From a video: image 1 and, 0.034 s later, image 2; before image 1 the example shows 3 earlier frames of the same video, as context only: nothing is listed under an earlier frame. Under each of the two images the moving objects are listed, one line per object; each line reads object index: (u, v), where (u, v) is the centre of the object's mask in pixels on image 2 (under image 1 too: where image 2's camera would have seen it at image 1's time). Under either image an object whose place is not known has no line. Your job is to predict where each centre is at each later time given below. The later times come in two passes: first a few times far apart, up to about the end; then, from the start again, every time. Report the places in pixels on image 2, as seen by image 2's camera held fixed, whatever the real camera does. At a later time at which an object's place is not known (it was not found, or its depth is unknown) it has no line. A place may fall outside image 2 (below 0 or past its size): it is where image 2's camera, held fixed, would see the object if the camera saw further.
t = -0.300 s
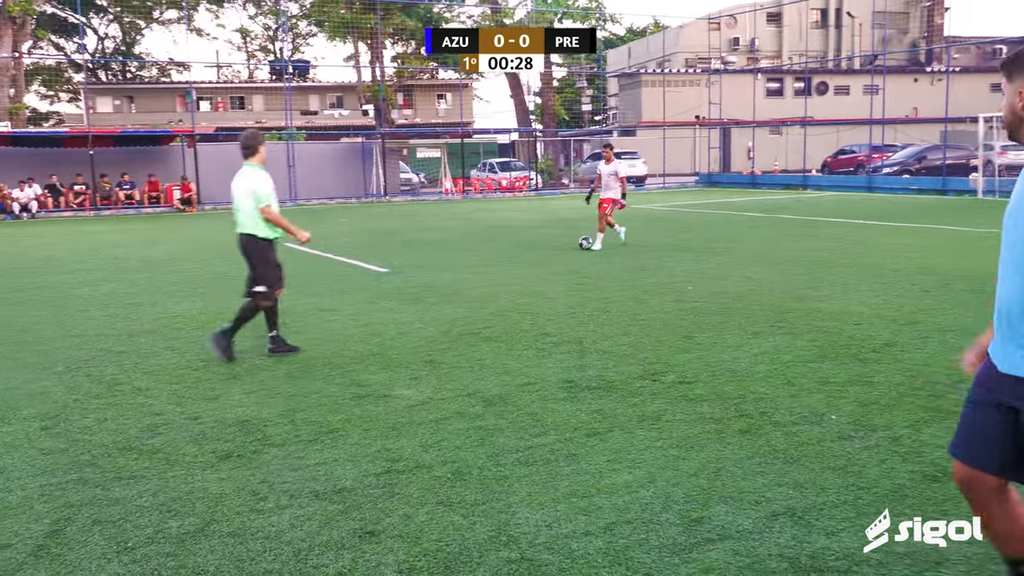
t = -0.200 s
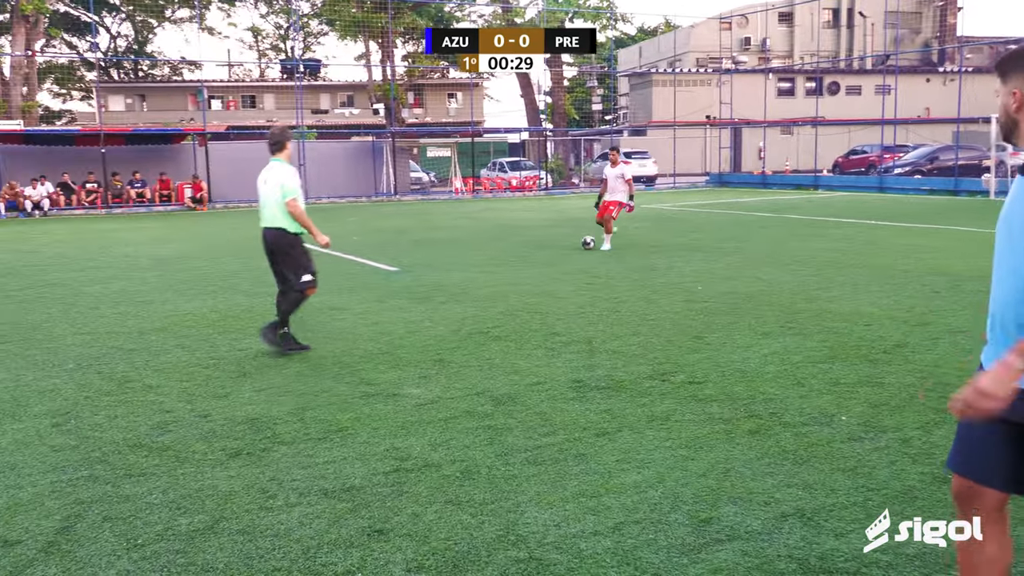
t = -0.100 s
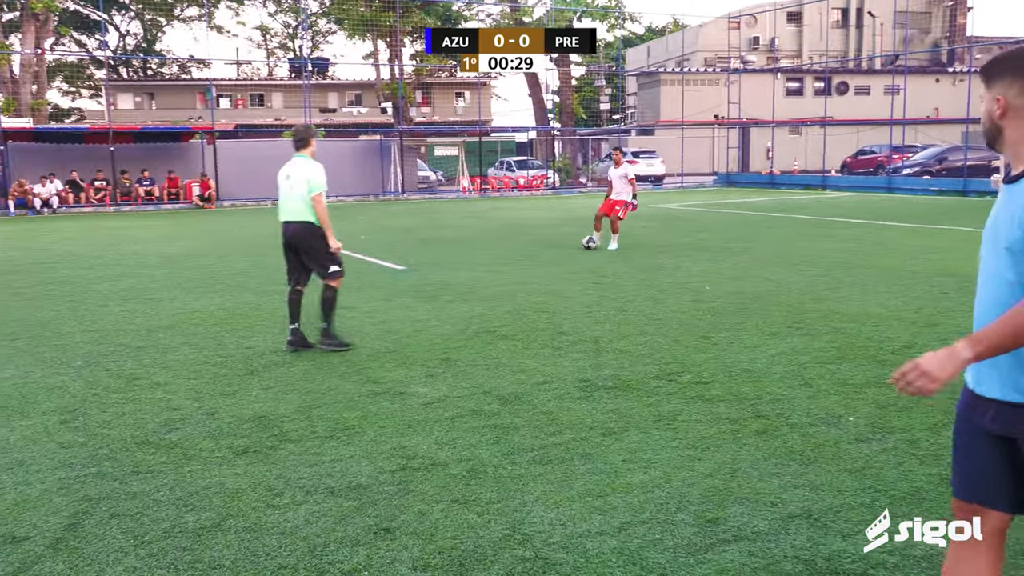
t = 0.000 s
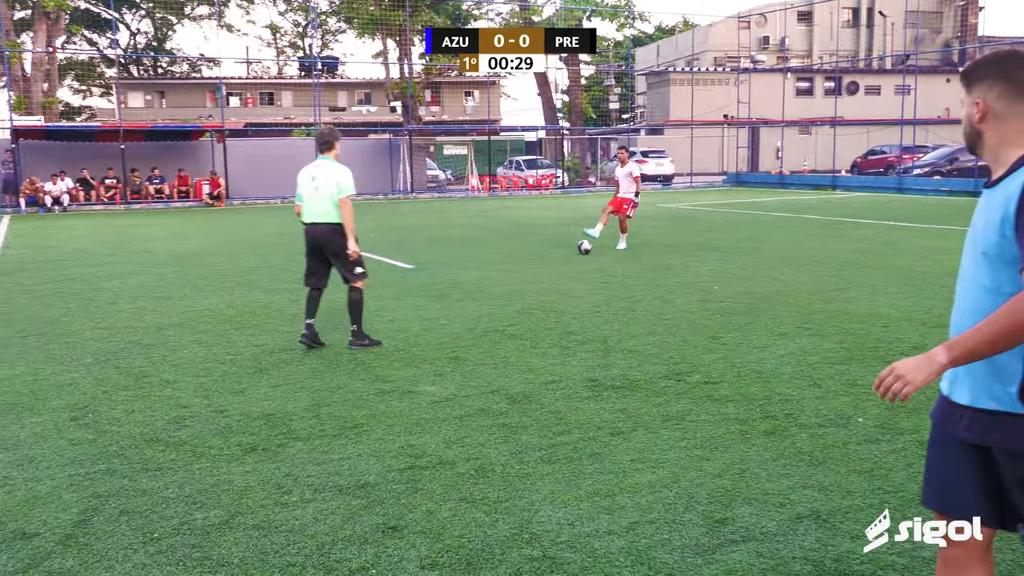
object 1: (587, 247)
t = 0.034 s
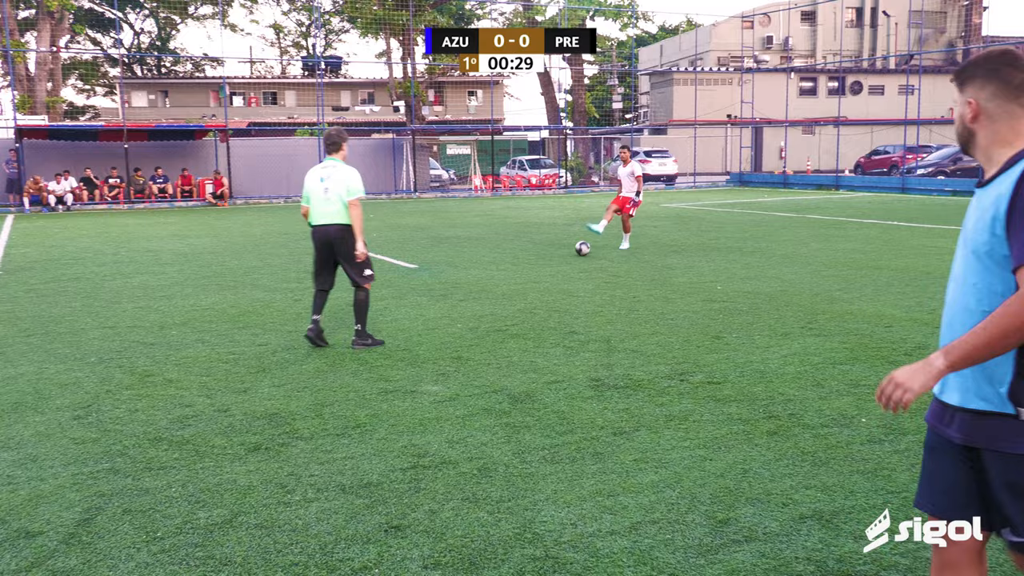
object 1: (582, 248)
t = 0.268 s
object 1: (548, 260)
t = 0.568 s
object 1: (501, 277)
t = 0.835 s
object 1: (453, 298)
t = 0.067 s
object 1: (578, 250)
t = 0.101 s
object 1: (573, 252)
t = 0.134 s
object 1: (568, 254)
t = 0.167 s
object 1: (563, 256)
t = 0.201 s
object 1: (558, 258)
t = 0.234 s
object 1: (553, 258)
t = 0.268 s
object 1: (548, 260)
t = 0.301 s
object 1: (542, 262)
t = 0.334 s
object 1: (537, 265)
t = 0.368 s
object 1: (533, 266)
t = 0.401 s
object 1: (528, 267)
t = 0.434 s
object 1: (522, 269)
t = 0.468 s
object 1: (517, 272)
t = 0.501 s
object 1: (512, 273)
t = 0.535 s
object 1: (507, 275)
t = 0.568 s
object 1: (501, 277)
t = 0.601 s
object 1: (496, 279)
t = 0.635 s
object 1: (490, 282)
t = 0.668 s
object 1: (484, 284)
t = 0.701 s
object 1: (478, 288)
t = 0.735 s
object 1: (472, 289)
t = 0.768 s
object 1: (466, 291)
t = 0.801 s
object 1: (459, 295)
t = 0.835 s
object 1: (453, 298)
